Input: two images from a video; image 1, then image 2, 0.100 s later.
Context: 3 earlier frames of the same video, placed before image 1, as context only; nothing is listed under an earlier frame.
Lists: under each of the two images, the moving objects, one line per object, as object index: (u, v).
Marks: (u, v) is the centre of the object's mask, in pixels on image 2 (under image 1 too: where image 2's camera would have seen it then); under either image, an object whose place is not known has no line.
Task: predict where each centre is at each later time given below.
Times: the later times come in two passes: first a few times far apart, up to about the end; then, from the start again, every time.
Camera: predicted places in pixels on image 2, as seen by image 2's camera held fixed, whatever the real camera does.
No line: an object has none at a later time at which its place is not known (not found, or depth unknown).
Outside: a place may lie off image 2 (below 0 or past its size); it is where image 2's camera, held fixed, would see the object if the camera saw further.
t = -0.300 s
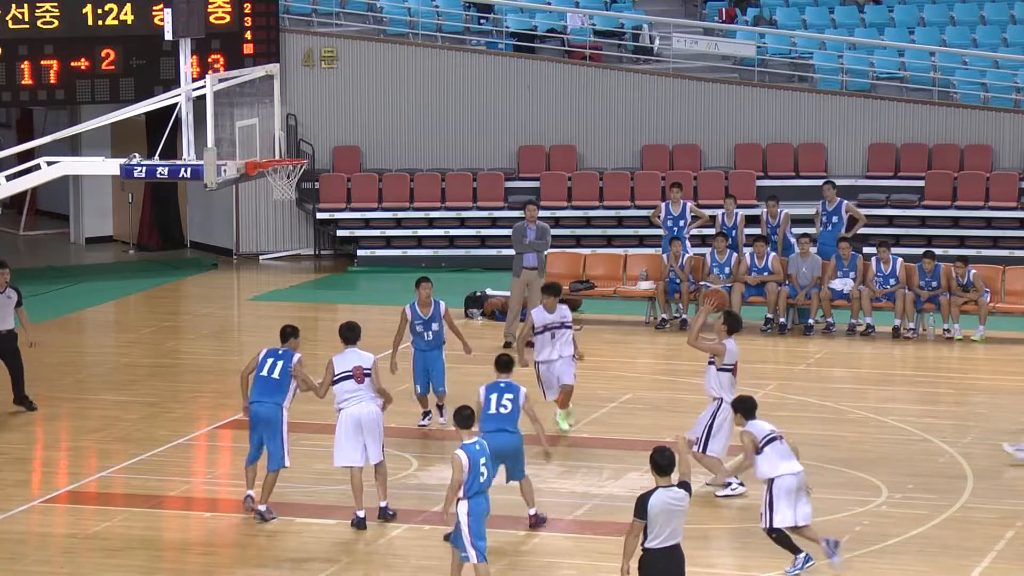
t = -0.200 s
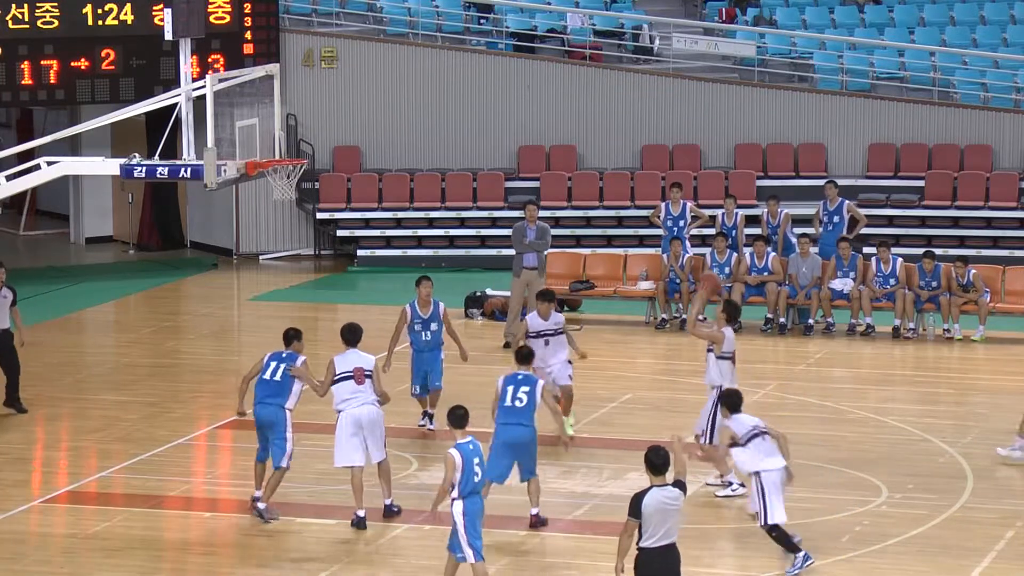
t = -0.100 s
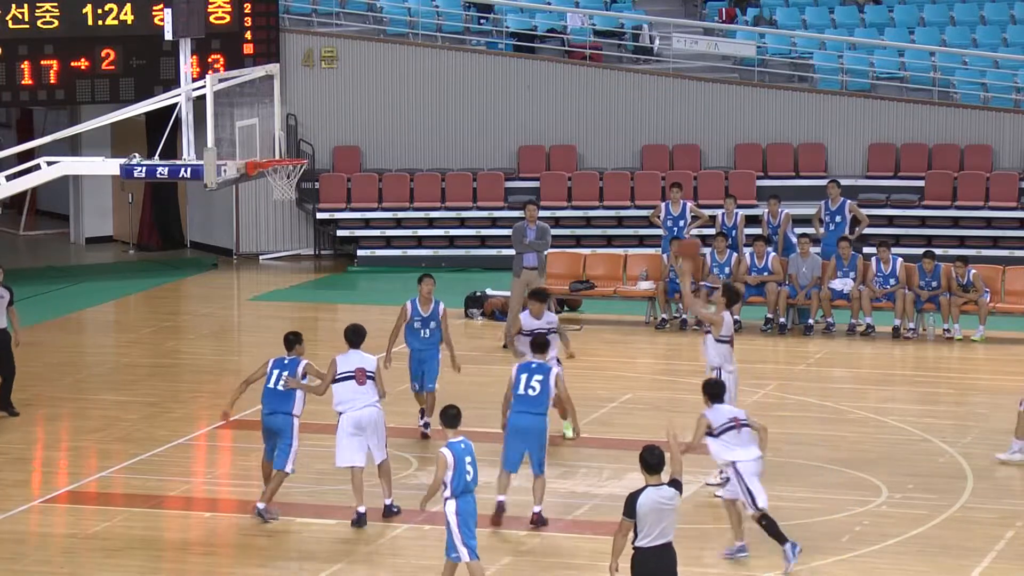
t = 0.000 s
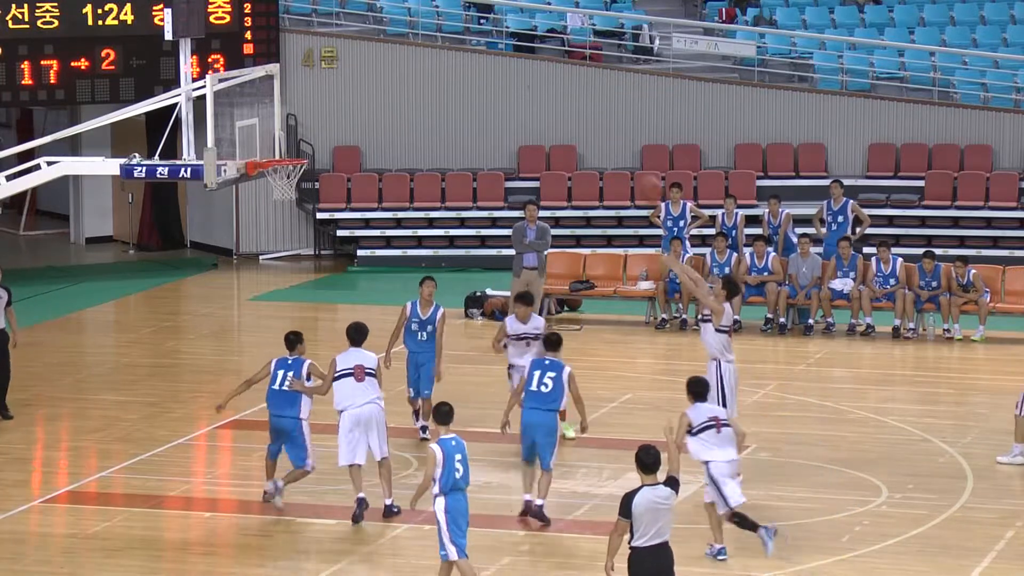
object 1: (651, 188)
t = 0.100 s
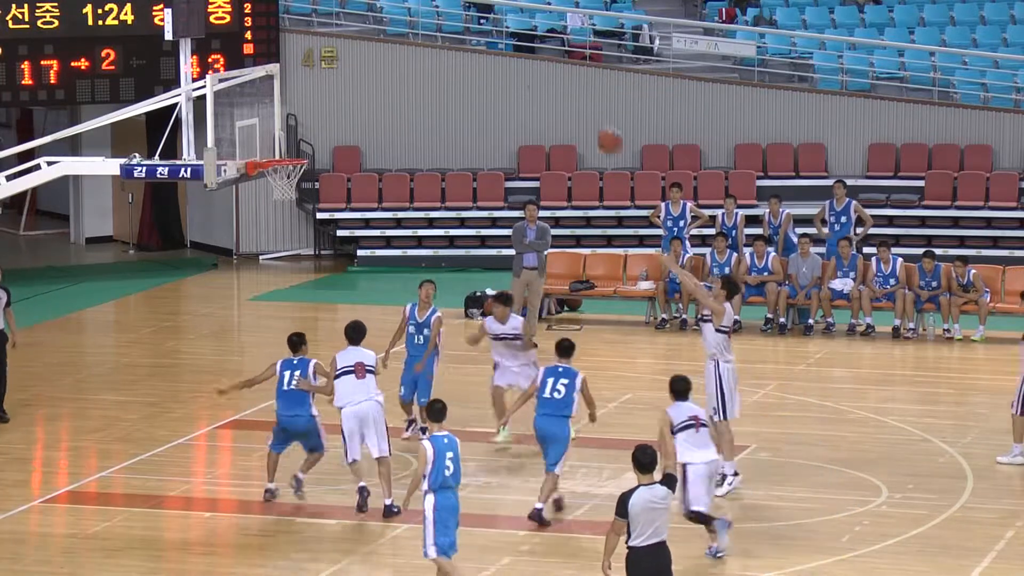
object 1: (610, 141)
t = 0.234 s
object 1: (557, 90)
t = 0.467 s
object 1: (467, 46)
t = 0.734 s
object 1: (367, 63)
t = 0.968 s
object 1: (285, 131)
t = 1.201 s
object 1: (273, 81)
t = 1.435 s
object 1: (277, 41)
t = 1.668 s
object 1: (283, 54)
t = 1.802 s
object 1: (286, 88)
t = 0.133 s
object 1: (597, 128)
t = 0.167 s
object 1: (584, 114)
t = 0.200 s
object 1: (569, 102)
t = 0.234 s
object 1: (557, 90)
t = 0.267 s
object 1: (544, 81)
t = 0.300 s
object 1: (531, 73)
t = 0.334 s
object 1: (517, 64)
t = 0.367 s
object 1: (506, 59)
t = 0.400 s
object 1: (492, 54)
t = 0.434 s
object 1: (481, 50)
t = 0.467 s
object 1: (467, 46)
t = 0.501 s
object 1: (454, 45)
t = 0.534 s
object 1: (442, 44)
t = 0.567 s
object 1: (430, 45)
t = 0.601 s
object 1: (417, 46)
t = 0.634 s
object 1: (405, 48)
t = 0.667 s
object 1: (392, 52)
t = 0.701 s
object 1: (380, 57)
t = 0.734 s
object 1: (367, 63)
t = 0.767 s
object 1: (354, 70)
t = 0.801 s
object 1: (344, 78)
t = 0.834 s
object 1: (330, 87)
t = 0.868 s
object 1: (319, 97)
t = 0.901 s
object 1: (307, 108)
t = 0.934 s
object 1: (296, 120)
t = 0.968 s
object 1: (285, 131)
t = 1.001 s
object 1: (273, 148)
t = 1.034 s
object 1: (270, 141)
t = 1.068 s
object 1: (270, 126)
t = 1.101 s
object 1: (271, 113)
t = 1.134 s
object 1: (271, 101)
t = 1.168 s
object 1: (272, 91)
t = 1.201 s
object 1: (273, 81)
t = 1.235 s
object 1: (274, 71)
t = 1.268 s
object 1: (275, 63)
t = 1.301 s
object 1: (275, 56)
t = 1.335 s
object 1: (275, 51)
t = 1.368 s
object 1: (276, 46)
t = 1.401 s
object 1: (277, 43)
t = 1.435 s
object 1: (277, 41)
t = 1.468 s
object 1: (278, 40)
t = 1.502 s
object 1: (278, 39)
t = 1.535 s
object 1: (279, 40)
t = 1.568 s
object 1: (280, 42)
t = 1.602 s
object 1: (281, 45)
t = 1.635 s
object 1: (281, 49)
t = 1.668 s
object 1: (283, 54)
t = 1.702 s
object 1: (284, 60)
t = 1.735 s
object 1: (284, 68)
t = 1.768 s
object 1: (285, 78)
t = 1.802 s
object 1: (286, 88)
